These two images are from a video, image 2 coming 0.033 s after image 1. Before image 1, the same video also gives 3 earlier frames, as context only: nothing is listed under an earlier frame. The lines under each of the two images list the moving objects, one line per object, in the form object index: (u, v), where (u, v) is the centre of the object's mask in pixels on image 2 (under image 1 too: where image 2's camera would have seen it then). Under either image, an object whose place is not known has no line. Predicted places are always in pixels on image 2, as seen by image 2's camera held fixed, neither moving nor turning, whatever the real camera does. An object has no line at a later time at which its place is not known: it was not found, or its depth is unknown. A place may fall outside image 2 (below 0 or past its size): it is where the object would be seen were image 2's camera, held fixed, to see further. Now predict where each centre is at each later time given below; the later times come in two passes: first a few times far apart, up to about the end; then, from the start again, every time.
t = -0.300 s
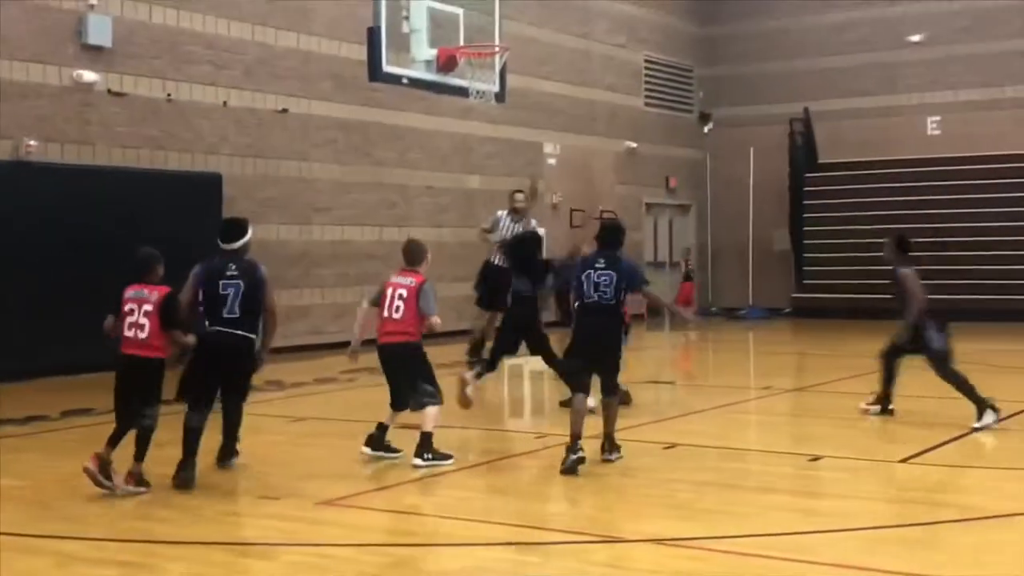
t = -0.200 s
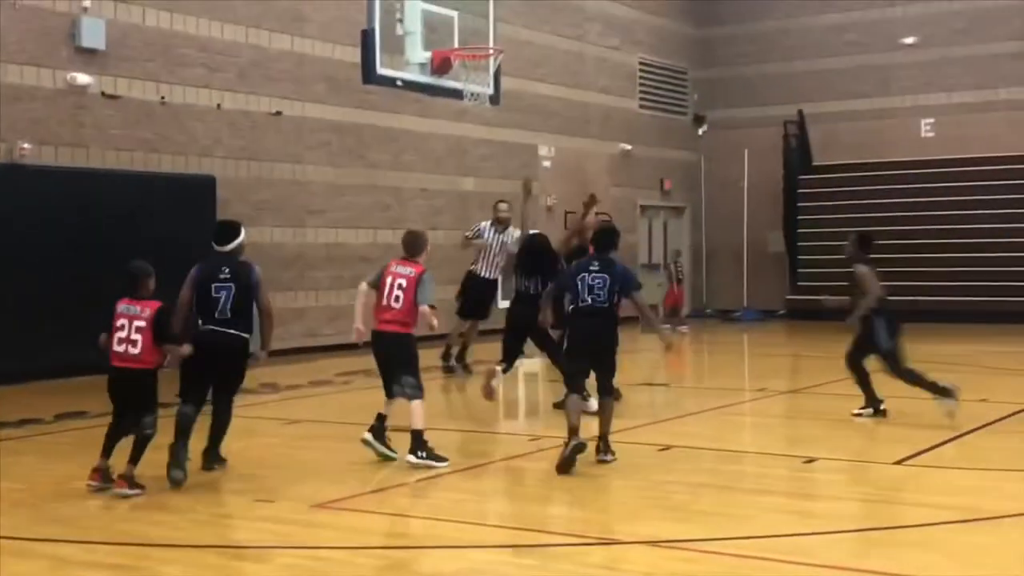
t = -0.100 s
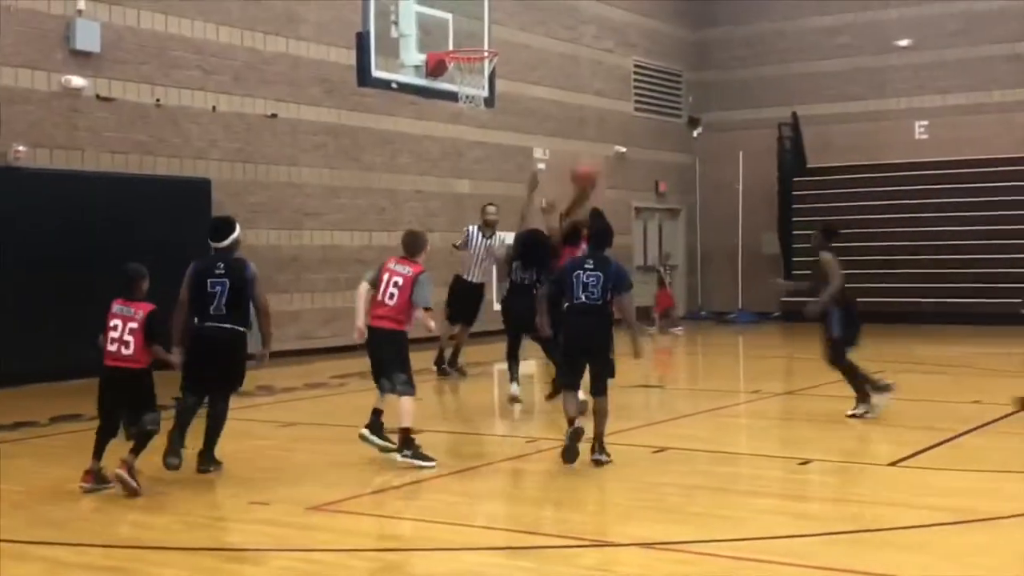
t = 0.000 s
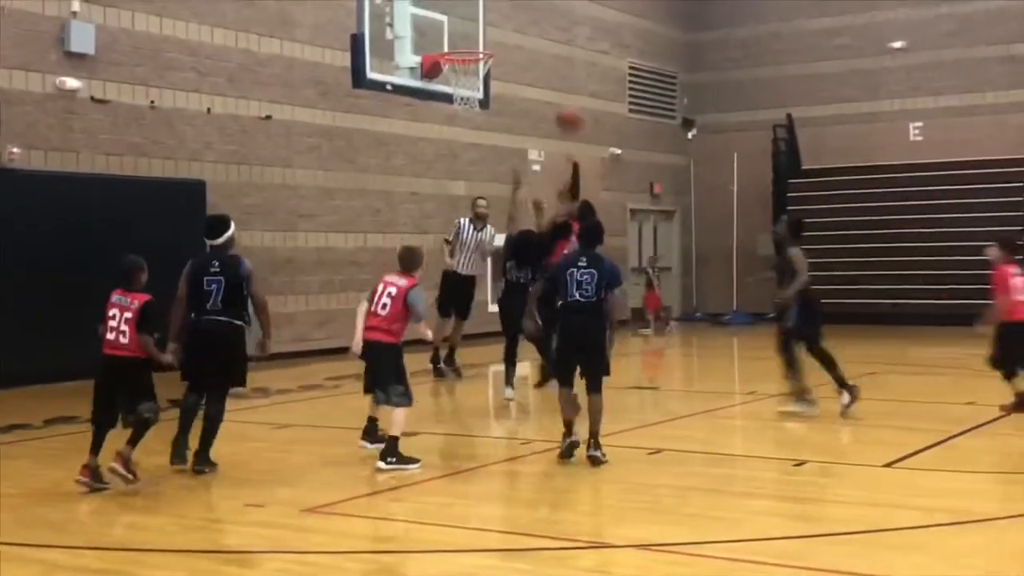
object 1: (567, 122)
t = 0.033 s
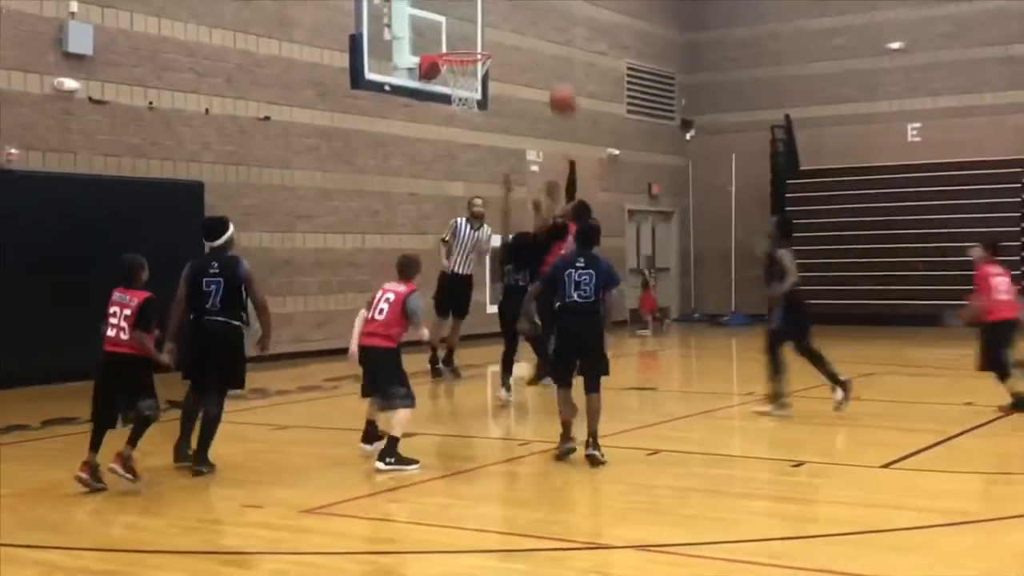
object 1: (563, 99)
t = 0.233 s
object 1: (535, 20)
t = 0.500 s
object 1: (502, -10)
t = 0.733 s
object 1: (474, 28)
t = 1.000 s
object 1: (449, 86)
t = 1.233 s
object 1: (455, 119)
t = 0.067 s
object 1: (558, 83)
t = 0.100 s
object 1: (552, 70)
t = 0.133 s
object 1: (548, 55)
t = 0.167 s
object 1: (544, 41)
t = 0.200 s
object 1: (540, 30)
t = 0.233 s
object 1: (535, 20)
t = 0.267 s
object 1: (531, 13)
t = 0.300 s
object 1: (527, 4)
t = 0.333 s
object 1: (523, 0)
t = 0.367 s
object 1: (519, -3)
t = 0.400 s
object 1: (514, -6)
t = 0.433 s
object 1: (511, -8)
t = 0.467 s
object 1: (507, -9)
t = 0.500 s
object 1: (502, -10)
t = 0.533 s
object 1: (498, -10)
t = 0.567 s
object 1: (495, -9)
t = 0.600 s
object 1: (491, -2)
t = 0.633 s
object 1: (486, 2)
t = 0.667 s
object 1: (482, 9)
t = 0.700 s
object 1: (479, 16)
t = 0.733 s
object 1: (474, 28)
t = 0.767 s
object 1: (470, 37)
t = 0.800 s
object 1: (467, 48)
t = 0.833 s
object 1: (464, 53)
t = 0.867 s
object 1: (460, 61)
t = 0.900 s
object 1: (457, 67)
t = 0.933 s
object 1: (453, 70)
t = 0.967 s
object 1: (447, 79)
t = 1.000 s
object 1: (449, 86)
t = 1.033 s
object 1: (449, 89)
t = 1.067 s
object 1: (449, 88)
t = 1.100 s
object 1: (450, 89)
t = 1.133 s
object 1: (452, 98)
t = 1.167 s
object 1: (452, 104)
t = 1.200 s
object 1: (453, 110)
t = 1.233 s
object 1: (455, 119)
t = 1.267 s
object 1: (456, 129)
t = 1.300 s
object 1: (458, 139)
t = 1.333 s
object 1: (459, 152)
